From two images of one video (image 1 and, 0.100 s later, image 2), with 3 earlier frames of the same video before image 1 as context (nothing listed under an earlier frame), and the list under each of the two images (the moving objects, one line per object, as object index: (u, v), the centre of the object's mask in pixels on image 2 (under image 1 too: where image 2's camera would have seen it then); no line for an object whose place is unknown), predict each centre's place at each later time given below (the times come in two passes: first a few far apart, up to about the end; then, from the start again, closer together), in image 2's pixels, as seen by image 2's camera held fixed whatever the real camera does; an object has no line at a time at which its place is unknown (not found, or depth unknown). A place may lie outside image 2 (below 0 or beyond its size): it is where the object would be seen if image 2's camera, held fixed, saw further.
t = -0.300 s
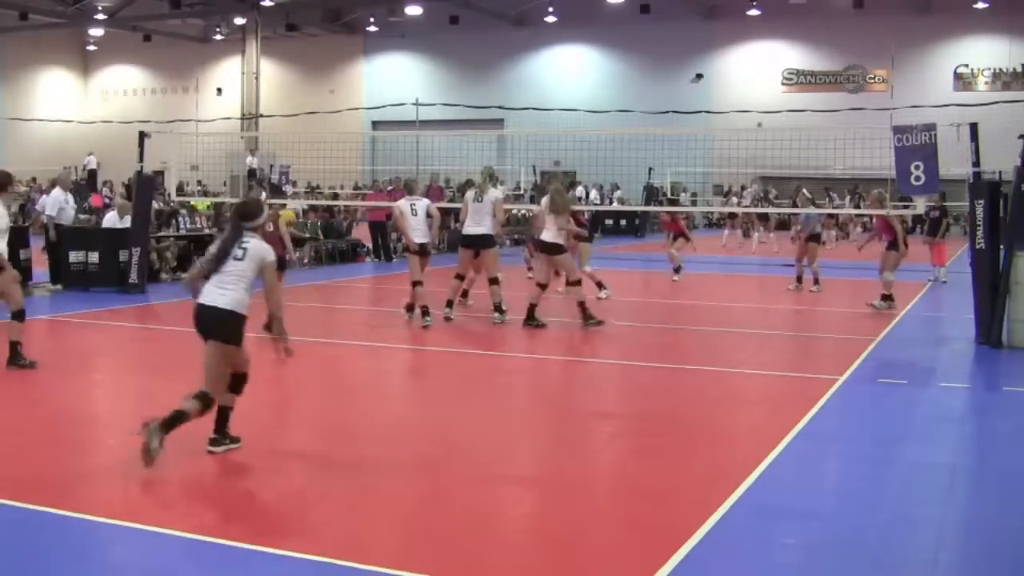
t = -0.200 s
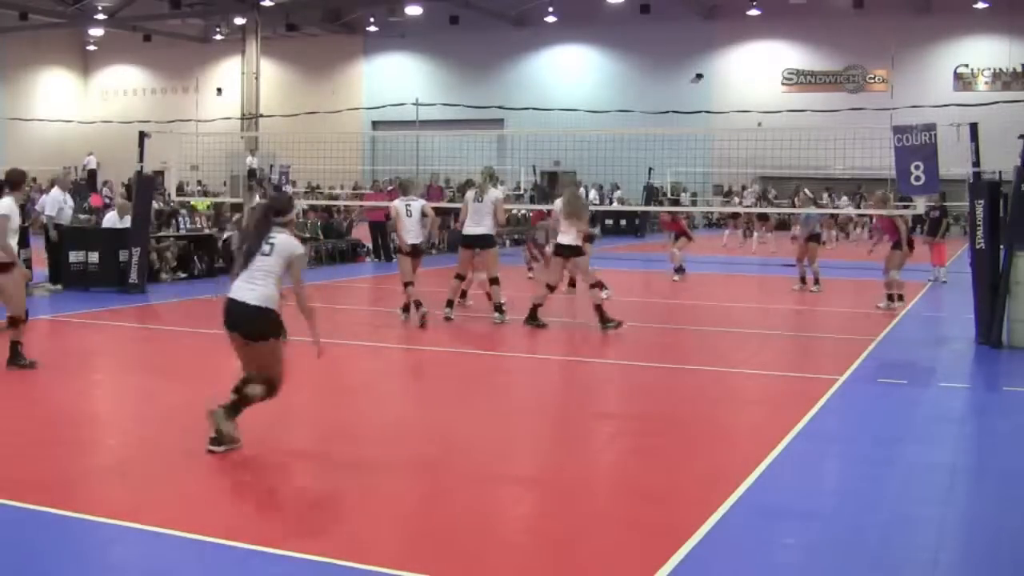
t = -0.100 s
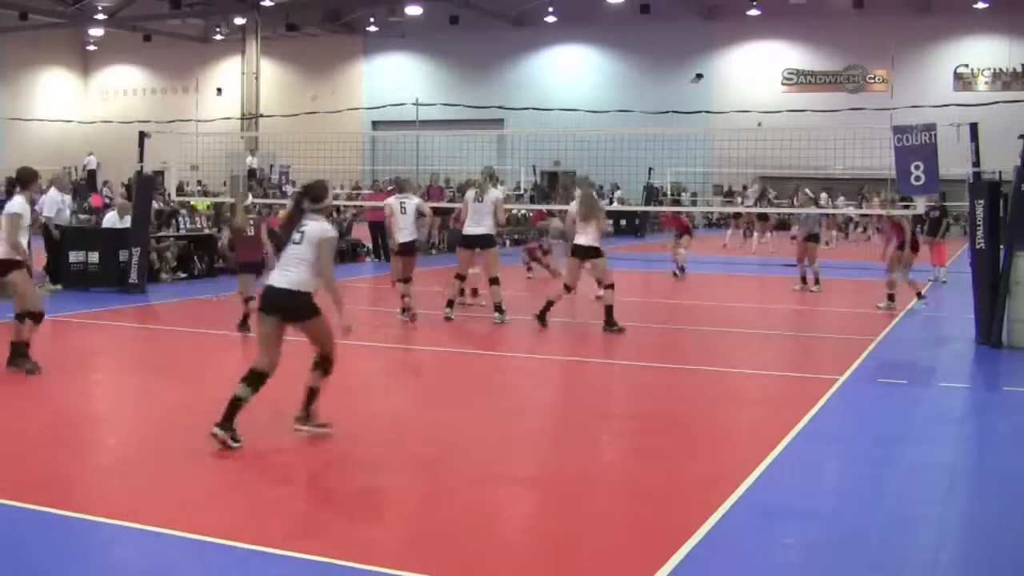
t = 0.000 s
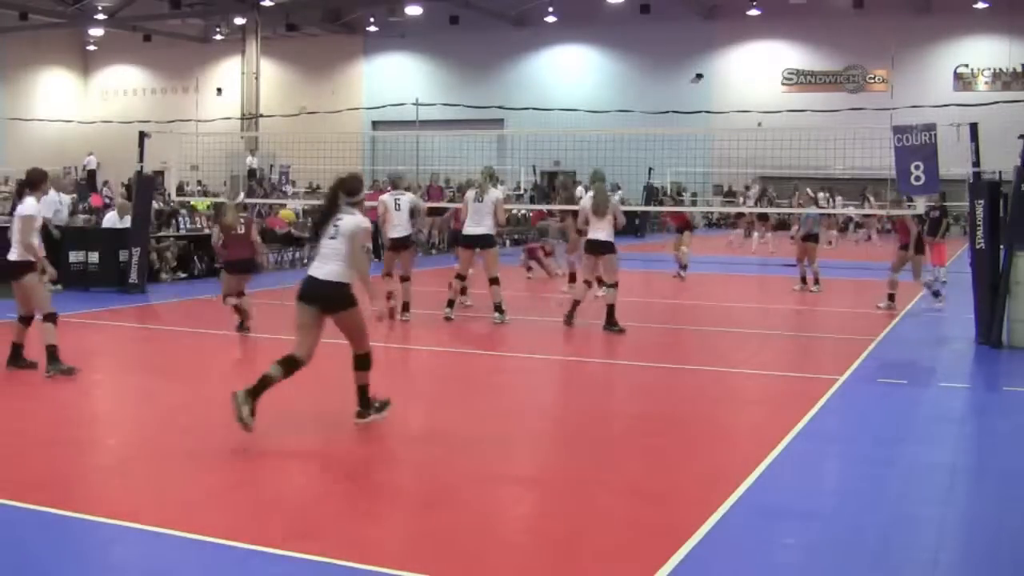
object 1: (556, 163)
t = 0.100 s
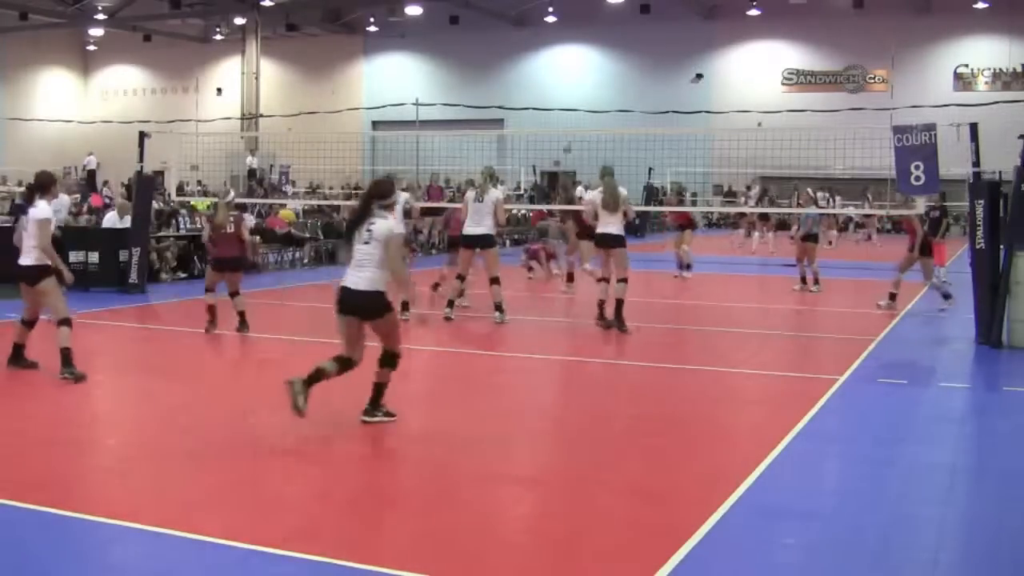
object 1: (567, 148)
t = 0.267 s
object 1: (575, 97)
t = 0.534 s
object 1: (589, 50)
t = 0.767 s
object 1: (600, 44)
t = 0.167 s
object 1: (569, 125)
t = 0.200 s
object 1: (572, 116)
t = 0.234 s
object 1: (573, 107)
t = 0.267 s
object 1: (575, 97)
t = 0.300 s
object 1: (576, 89)
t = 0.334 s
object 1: (579, 82)
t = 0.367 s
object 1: (581, 75)
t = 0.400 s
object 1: (582, 69)
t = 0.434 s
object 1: (583, 63)
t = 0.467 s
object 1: (585, 59)
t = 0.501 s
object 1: (587, 53)
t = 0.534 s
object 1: (589, 50)
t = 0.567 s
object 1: (590, 48)
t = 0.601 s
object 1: (594, 45)
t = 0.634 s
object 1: (594, 44)
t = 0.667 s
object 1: (596, 43)
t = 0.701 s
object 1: (597, 43)
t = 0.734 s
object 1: (599, 43)
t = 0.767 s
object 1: (600, 44)
